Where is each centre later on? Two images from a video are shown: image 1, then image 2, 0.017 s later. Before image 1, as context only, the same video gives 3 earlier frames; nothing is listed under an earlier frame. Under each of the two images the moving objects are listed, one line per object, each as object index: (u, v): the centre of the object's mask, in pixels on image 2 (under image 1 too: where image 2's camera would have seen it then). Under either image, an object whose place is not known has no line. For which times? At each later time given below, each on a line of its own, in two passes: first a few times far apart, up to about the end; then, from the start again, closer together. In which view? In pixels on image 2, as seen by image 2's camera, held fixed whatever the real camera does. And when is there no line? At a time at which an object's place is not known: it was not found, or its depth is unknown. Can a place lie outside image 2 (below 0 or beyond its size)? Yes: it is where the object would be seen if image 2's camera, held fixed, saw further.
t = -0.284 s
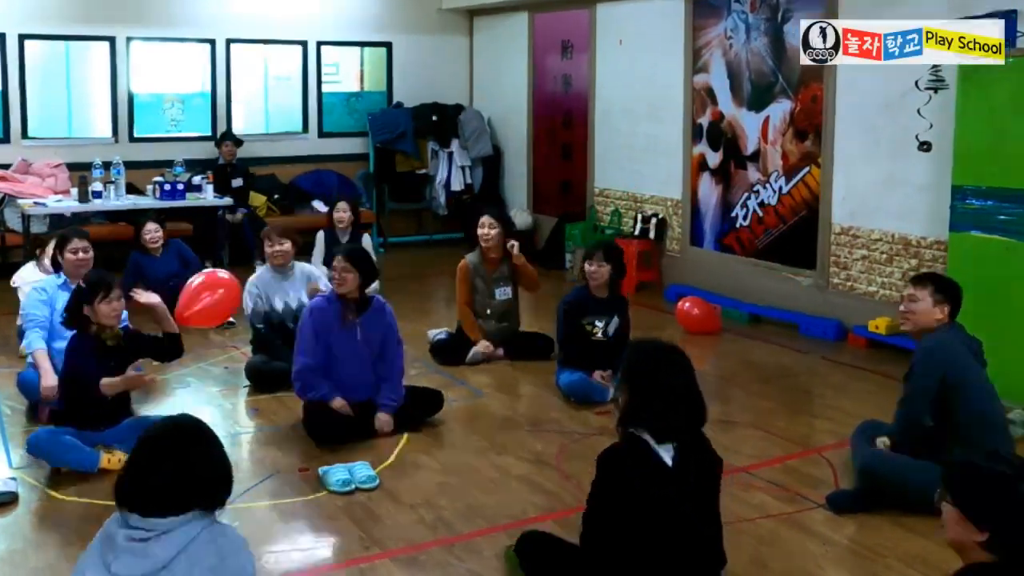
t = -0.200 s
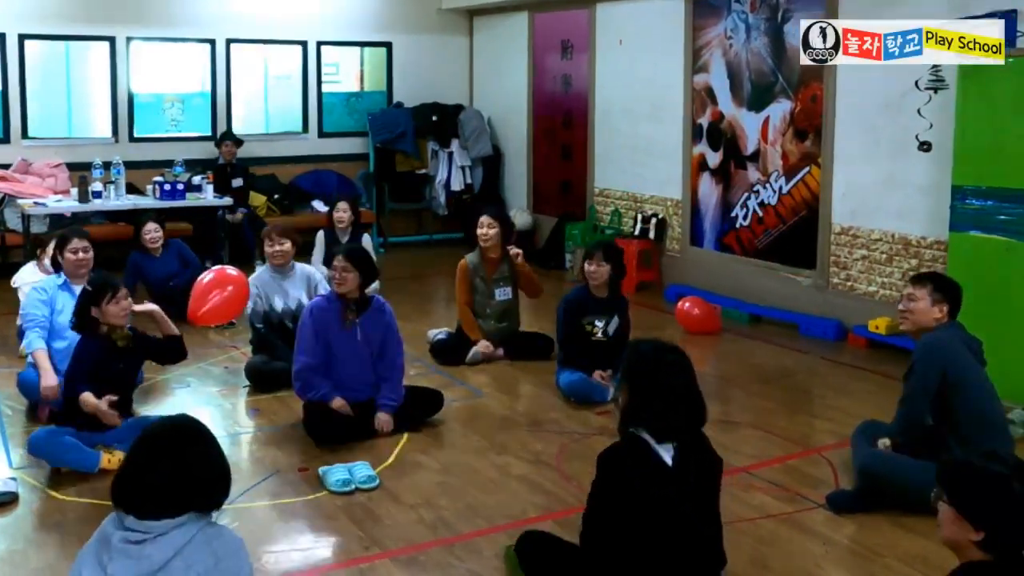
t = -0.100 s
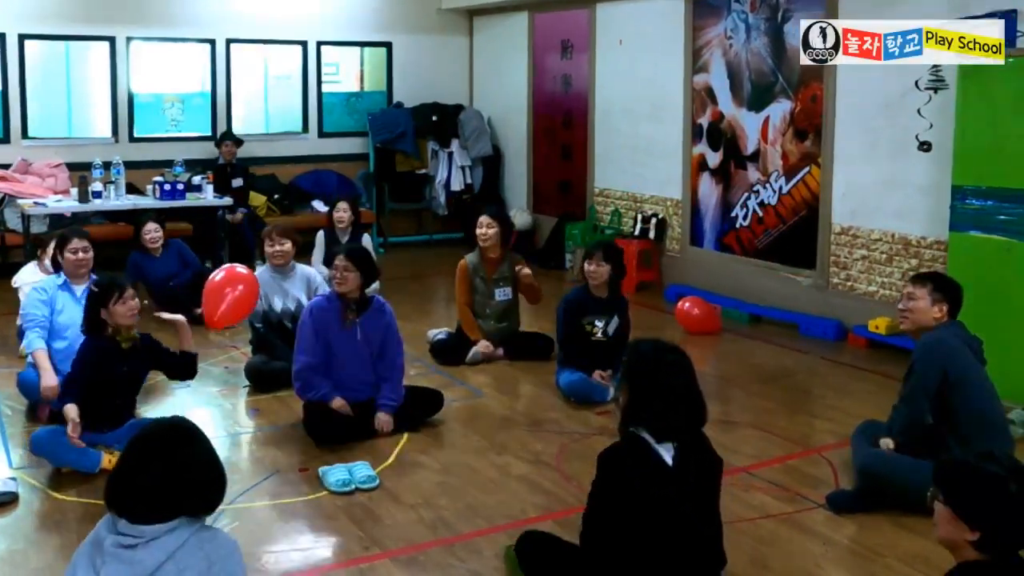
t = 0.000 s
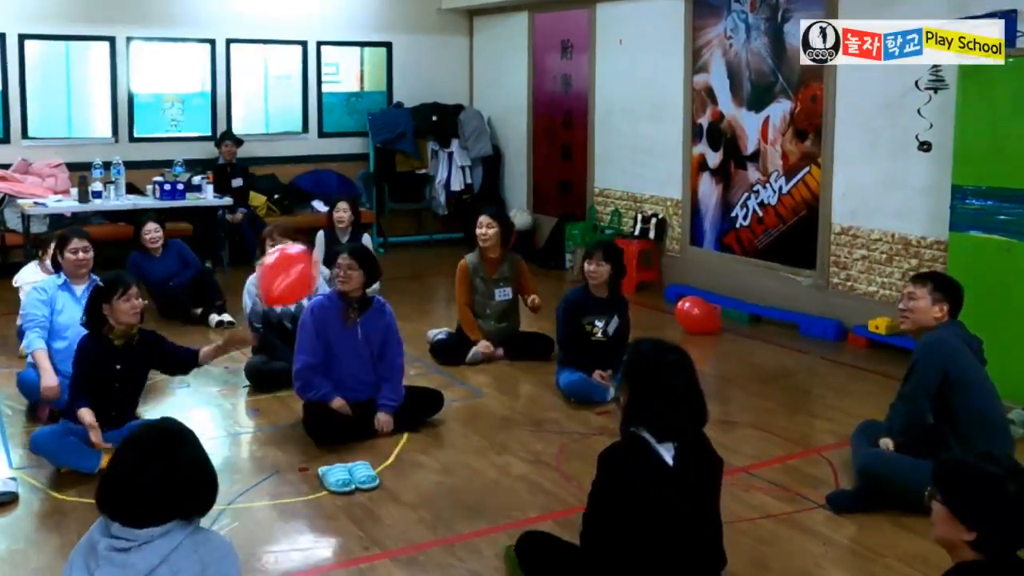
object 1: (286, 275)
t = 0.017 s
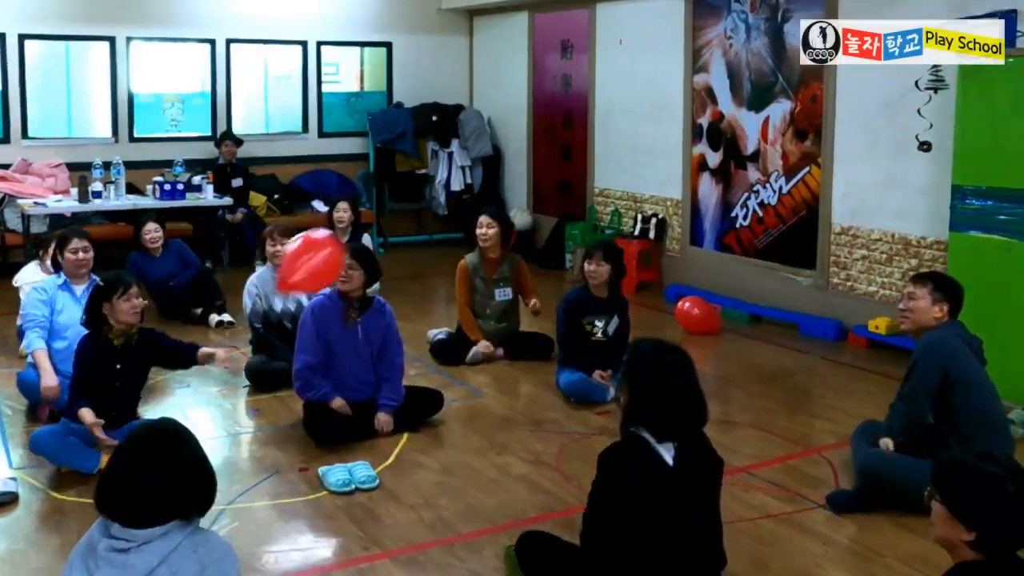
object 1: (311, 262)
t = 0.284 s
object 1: (505, 79)
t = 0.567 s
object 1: (549, 41)
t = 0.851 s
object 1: (582, 51)
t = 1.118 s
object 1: (627, 74)
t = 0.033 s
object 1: (335, 248)
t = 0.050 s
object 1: (359, 233)
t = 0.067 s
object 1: (381, 218)
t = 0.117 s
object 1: (437, 175)
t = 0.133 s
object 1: (450, 162)
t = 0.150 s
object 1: (462, 148)
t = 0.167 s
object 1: (472, 136)
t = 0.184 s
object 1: (480, 125)
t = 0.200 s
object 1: (486, 115)
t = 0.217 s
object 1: (491, 106)
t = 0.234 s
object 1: (495, 98)
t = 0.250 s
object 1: (499, 91)
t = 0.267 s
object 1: (502, 84)
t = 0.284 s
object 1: (505, 79)
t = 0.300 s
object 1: (507, 74)
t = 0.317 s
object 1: (510, 69)
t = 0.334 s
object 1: (513, 65)
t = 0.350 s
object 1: (516, 61)
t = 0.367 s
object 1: (519, 58)
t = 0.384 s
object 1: (522, 55)
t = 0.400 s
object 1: (525, 52)
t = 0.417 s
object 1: (528, 50)
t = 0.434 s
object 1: (530, 48)
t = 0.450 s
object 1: (533, 46)
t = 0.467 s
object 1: (536, 45)
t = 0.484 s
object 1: (538, 43)
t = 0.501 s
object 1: (540, 42)
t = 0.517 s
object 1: (542, 42)
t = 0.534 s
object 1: (545, 41)
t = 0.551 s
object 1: (547, 41)
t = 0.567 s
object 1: (549, 41)
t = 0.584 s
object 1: (551, 41)
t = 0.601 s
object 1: (553, 41)
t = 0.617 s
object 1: (555, 40)
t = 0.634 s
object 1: (557, 41)
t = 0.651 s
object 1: (559, 41)
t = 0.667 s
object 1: (560, 41)
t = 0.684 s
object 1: (562, 41)
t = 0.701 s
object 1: (564, 41)
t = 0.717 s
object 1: (566, 42)
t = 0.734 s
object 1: (568, 42)
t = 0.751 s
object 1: (570, 44)
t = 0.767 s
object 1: (572, 45)
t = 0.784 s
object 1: (574, 45)
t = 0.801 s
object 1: (576, 47)
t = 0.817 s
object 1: (578, 48)
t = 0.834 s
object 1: (580, 49)
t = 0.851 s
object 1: (582, 51)
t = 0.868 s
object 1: (584, 52)
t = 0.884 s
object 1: (587, 54)
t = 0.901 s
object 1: (589, 55)
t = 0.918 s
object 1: (592, 56)
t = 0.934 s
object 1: (594, 58)
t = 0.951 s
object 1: (597, 59)
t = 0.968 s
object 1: (600, 61)
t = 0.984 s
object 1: (603, 62)
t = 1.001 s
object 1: (606, 64)
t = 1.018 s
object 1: (608, 65)
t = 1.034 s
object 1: (612, 67)
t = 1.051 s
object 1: (615, 68)
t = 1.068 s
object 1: (618, 70)
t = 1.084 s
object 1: (621, 71)
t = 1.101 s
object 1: (624, 73)
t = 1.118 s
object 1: (627, 74)
